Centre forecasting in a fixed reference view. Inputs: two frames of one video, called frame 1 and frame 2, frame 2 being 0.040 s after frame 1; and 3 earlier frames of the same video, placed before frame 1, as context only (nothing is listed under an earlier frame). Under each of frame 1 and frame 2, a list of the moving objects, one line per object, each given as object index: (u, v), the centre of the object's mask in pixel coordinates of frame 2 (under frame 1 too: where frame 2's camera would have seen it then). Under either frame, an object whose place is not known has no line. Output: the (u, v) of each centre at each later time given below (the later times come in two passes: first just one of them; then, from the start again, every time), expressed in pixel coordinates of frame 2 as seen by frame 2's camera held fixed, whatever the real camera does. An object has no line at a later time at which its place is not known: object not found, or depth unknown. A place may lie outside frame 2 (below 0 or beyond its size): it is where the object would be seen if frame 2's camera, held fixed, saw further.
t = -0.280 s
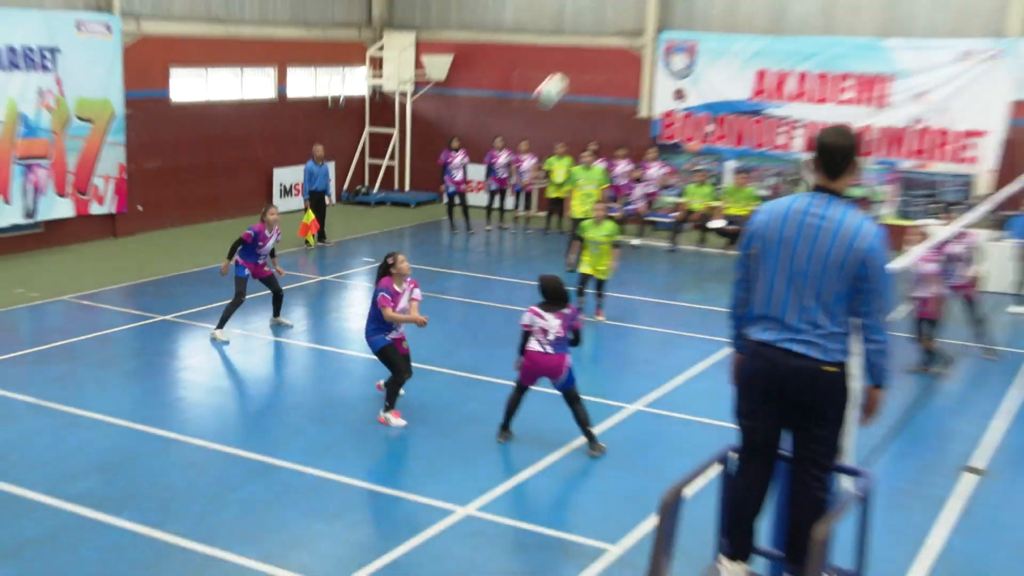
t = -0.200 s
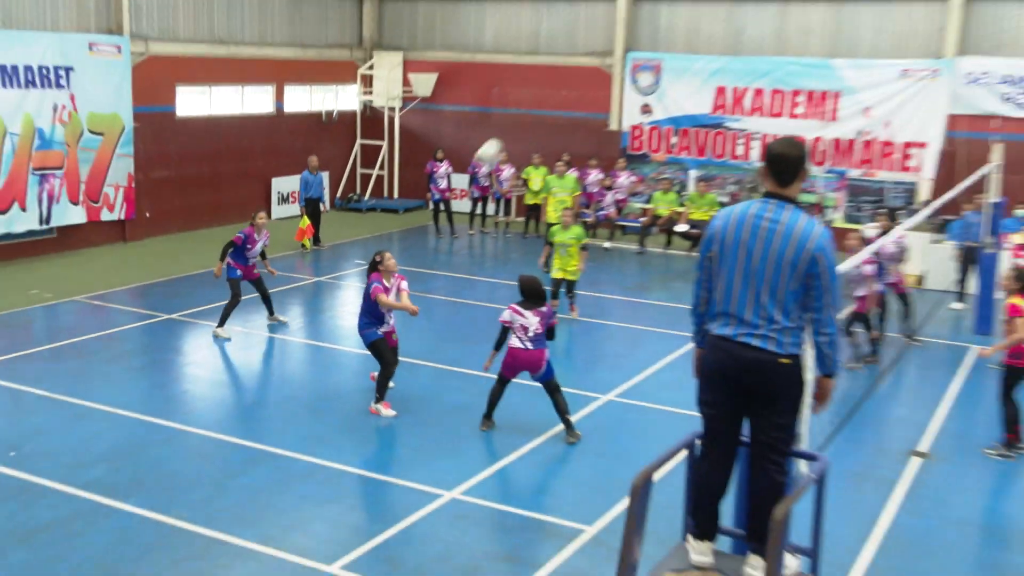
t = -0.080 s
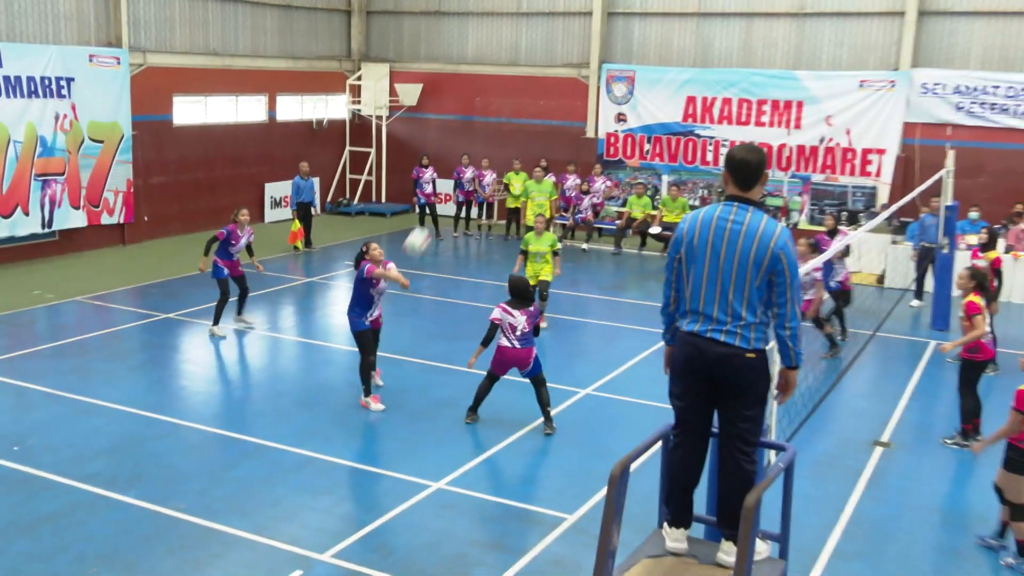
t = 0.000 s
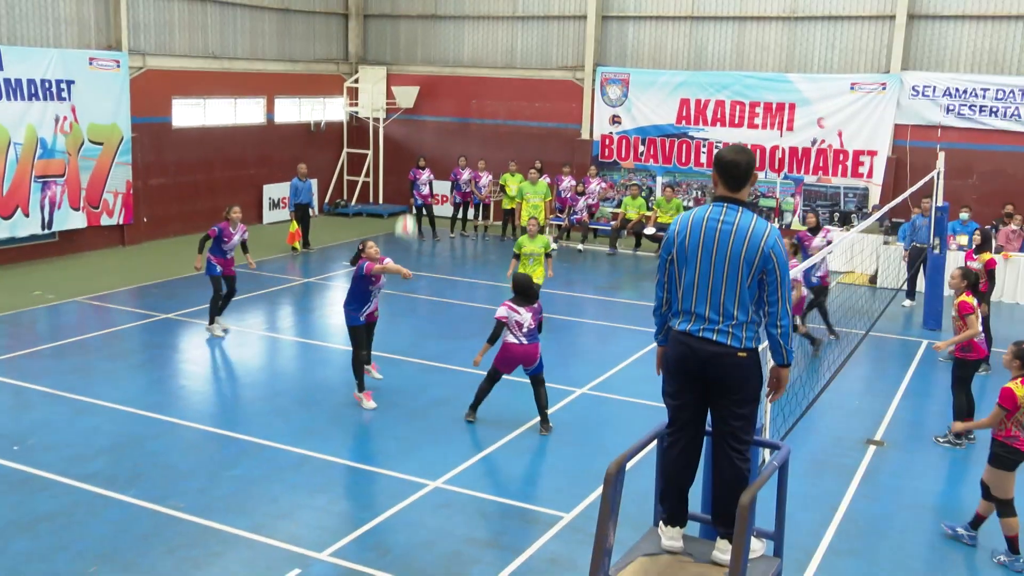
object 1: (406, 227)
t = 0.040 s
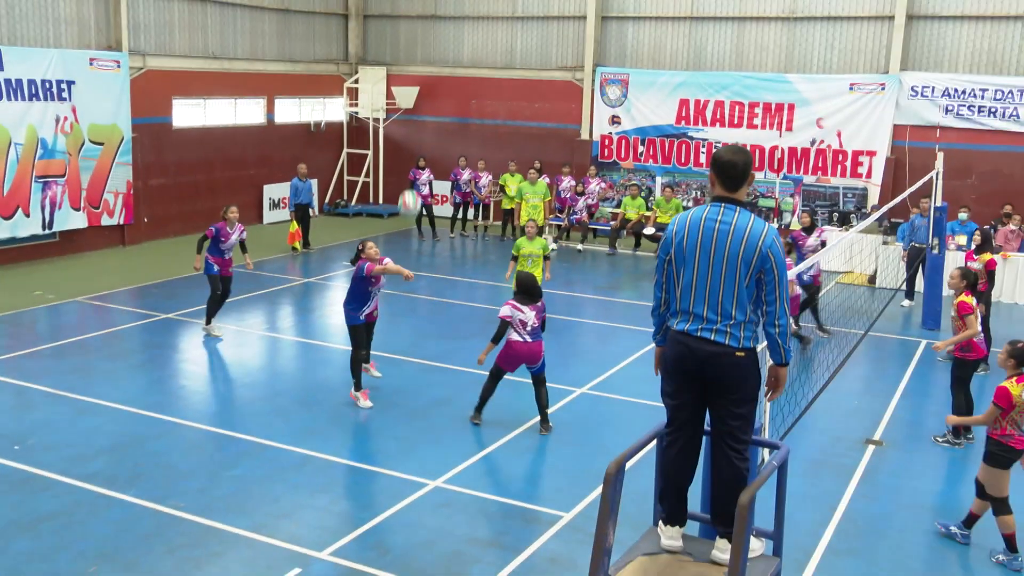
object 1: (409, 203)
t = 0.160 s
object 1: (419, 137)
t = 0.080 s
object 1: (412, 181)
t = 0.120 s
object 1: (416, 157)
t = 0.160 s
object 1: (419, 137)
